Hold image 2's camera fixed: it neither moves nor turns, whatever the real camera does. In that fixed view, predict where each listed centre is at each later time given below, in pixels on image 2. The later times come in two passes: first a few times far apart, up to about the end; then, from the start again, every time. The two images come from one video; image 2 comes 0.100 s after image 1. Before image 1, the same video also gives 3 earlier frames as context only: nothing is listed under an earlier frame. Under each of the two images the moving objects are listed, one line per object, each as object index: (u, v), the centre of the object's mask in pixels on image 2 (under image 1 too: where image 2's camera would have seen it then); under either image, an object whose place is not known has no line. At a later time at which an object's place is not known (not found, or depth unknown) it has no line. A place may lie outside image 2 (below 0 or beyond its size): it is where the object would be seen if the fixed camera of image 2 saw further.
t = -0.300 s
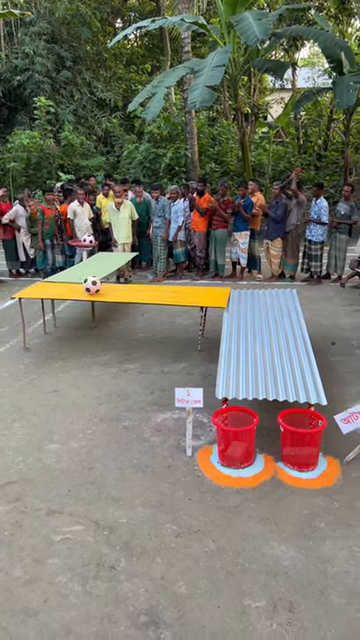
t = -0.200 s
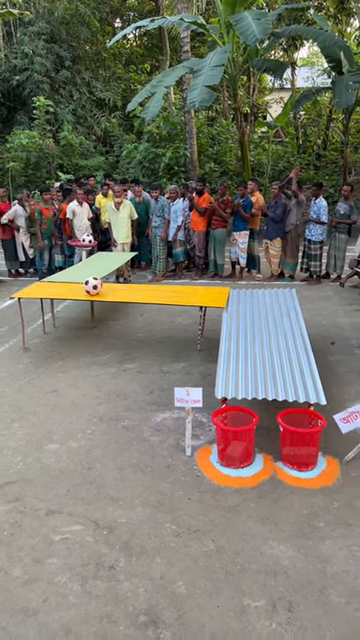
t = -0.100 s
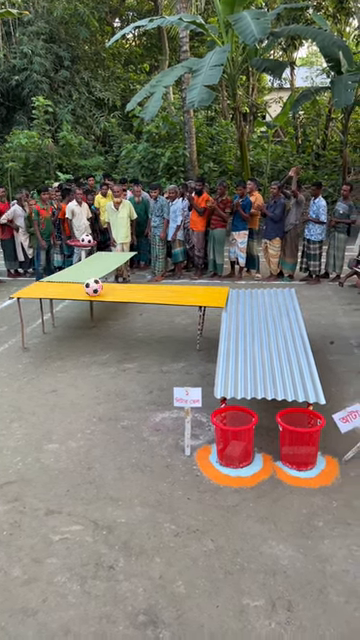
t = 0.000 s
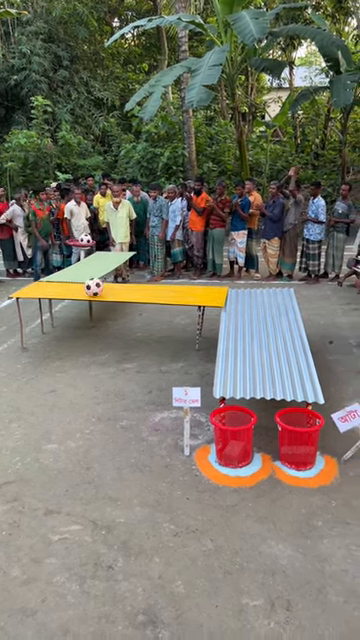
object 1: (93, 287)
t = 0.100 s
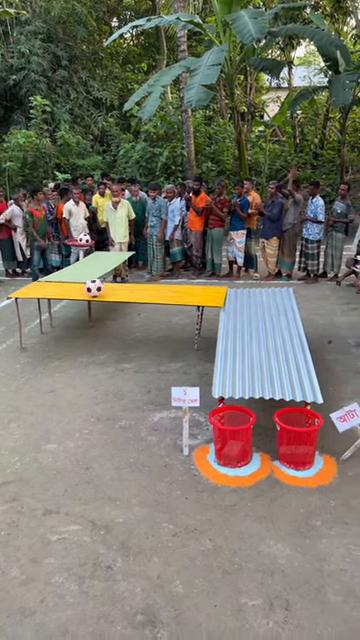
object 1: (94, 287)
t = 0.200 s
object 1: (96, 288)
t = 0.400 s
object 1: (100, 288)
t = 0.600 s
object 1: (105, 289)
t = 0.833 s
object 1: (111, 290)
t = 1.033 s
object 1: (118, 290)
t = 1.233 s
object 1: (124, 290)
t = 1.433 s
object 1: (129, 291)
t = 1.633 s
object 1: (136, 291)
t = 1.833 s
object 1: (143, 291)
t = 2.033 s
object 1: (149, 292)
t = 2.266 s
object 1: (158, 292)
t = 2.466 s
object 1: (165, 293)
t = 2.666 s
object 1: (172, 293)
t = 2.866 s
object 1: (179, 293)
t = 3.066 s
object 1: (186, 293)
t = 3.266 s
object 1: (193, 293)
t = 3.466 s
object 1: (200, 294)
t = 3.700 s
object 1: (208, 294)
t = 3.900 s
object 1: (214, 296)
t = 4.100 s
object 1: (223, 295)
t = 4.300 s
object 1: (232, 299)
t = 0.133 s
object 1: (95, 288)
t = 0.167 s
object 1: (95, 288)
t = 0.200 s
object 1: (96, 288)
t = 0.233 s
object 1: (96, 288)
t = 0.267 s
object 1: (97, 288)
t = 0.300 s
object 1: (98, 288)
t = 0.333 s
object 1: (99, 288)
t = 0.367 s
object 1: (100, 288)
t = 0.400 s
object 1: (100, 288)
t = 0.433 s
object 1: (101, 289)
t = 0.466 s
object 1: (102, 289)
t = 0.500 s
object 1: (103, 289)
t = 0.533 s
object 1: (104, 289)
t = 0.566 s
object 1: (105, 289)
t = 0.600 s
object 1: (105, 289)
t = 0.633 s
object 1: (106, 289)
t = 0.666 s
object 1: (107, 290)
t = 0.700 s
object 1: (108, 290)
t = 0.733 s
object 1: (108, 290)
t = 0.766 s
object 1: (109, 290)
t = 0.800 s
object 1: (110, 290)
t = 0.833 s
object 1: (111, 290)
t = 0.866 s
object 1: (112, 290)
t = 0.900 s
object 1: (113, 291)
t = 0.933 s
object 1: (114, 291)
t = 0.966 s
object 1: (115, 290)
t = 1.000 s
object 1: (117, 290)
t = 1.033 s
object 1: (118, 290)
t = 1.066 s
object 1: (118, 290)
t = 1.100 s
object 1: (120, 290)
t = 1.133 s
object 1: (121, 290)
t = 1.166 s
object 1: (122, 289)
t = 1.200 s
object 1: (122, 290)
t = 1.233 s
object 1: (124, 290)
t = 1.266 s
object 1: (125, 290)
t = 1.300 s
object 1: (126, 290)
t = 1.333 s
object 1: (127, 290)
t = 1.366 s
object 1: (128, 290)
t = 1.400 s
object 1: (128, 291)
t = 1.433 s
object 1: (129, 291)
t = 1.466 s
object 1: (131, 291)
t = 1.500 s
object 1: (132, 291)
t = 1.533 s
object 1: (133, 291)
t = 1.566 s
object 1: (134, 291)
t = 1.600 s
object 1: (135, 291)
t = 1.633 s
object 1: (136, 291)
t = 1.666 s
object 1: (138, 291)
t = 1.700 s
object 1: (138, 291)
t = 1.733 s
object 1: (140, 291)
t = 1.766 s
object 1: (140, 291)
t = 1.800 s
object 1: (142, 291)
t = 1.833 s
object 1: (143, 291)
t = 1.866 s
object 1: (144, 291)
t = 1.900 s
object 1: (145, 291)
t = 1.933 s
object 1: (146, 291)
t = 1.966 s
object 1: (147, 292)
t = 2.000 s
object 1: (148, 292)
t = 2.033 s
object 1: (149, 292)
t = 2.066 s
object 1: (151, 292)
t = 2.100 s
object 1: (152, 292)
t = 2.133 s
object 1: (153, 292)
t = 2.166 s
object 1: (154, 292)
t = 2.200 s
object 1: (155, 292)
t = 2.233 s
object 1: (156, 292)
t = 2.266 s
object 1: (158, 292)
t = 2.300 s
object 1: (159, 292)
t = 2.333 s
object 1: (160, 292)
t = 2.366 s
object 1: (161, 292)
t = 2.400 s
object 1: (162, 292)
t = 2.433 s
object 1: (164, 293)
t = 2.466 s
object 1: (165, 293)
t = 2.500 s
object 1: (166, 292)
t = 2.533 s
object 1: (167, 292)
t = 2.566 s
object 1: (168, 293)
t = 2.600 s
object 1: (169, 293)
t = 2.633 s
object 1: (170, 293)
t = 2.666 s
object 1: (172, 293)
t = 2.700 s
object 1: (173, 293)
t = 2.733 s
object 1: (174, 293)
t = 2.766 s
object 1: (175, 293)
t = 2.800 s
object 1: (176, 293)
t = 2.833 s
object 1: (178, 293)
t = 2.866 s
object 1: (179, 293)
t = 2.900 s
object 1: (180, 293)
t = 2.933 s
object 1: (181, 293)
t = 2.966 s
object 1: (183, 293)
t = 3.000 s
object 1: (184, 293)
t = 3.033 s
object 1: (185, 293)
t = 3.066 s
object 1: (186, 293)
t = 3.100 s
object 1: (187, 293)
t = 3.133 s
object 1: (188, 293)
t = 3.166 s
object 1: (189, 293)
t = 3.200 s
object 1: (191, 293)
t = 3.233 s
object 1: (192, 293)
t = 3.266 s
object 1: (193, 293)
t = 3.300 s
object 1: (194, 294)
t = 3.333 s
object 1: (196, 294)
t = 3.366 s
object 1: (197, 294)
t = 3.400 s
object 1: (198, 294)
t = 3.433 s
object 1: (199, 294)
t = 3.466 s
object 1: (200, 294)
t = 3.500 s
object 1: (201, 294)
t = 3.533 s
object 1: (202, 294)
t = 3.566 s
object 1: (203, 294)
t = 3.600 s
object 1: (204, 294)
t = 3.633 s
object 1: (206, 294)
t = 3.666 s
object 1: (207, 294)
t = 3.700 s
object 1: (208, 294)
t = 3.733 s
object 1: (209, 294)
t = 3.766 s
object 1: (210, 294)
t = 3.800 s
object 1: (211, 295)
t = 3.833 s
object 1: (212, 295)
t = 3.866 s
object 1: (213, 295)
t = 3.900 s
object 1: (214, 296)
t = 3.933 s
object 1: (216, 295)
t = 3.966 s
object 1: (218, 295)
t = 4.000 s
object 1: (220, 295)
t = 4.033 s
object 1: (220, 295)
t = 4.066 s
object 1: (221, 295)
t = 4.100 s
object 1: (223, 295)
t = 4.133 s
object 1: (224, 295)
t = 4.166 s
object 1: (226, 296)
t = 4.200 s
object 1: (227, 297)
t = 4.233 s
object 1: (229, 297)
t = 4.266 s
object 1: (230, 298)
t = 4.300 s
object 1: (232, 299)
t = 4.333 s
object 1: (234, 299)
